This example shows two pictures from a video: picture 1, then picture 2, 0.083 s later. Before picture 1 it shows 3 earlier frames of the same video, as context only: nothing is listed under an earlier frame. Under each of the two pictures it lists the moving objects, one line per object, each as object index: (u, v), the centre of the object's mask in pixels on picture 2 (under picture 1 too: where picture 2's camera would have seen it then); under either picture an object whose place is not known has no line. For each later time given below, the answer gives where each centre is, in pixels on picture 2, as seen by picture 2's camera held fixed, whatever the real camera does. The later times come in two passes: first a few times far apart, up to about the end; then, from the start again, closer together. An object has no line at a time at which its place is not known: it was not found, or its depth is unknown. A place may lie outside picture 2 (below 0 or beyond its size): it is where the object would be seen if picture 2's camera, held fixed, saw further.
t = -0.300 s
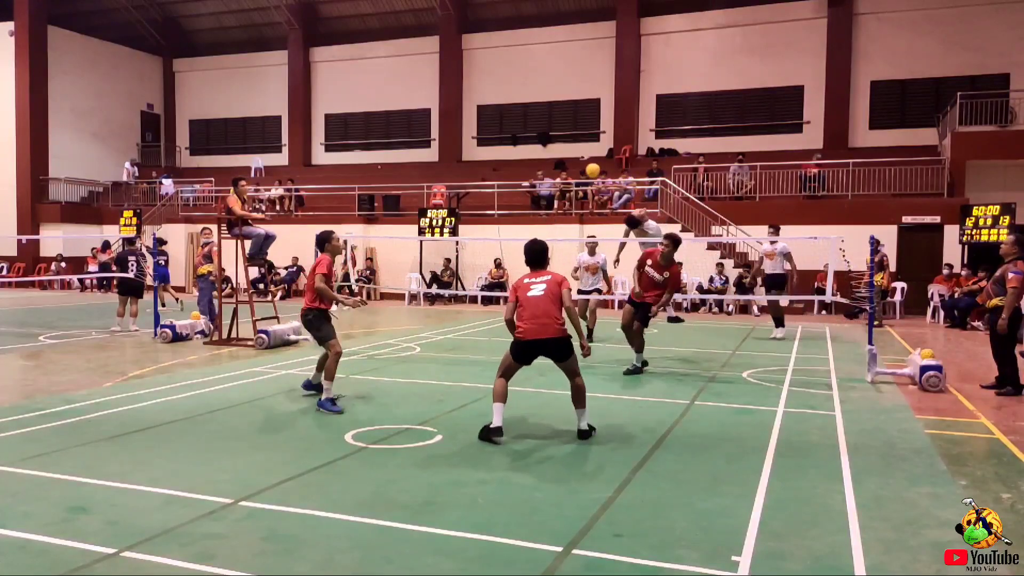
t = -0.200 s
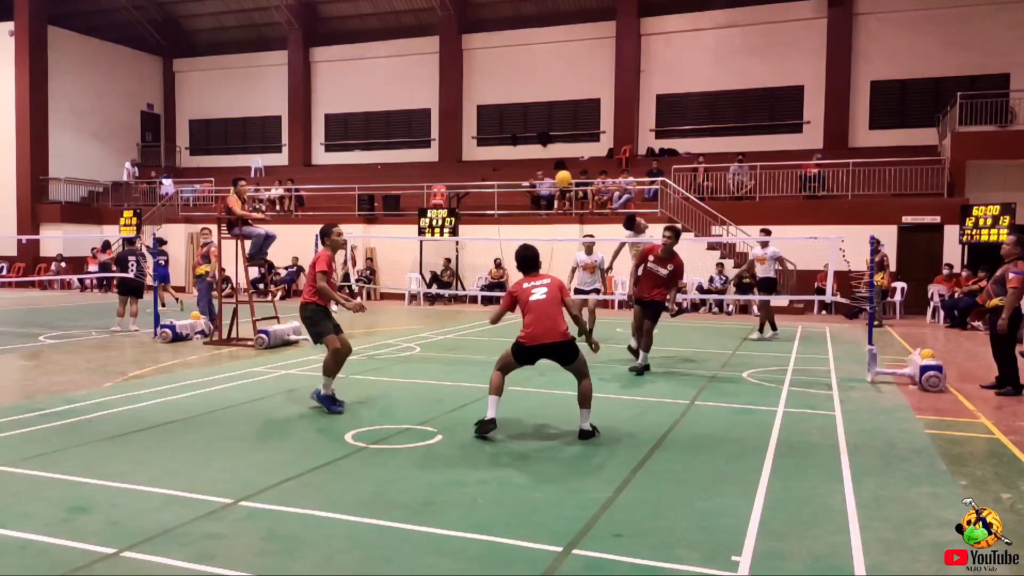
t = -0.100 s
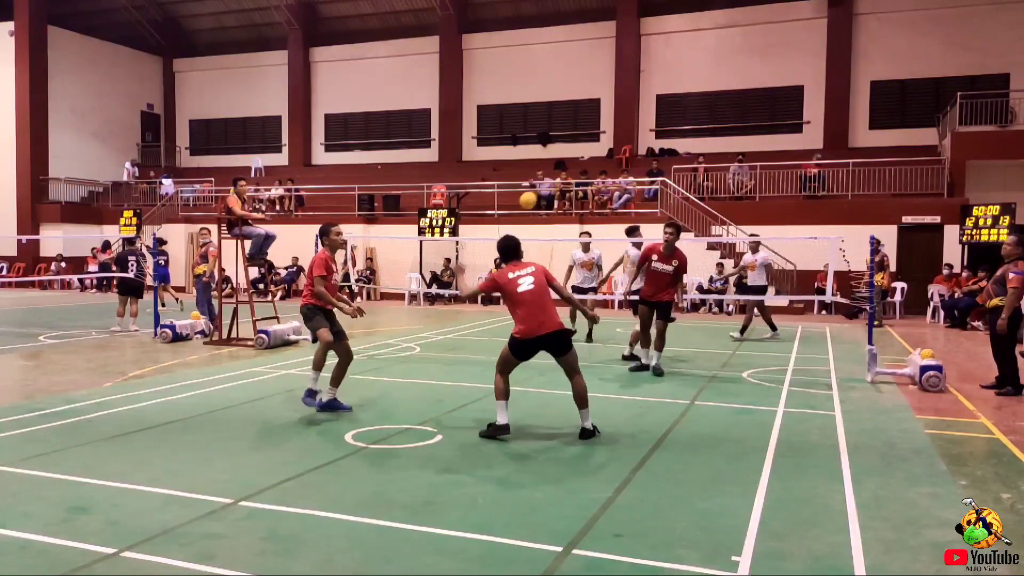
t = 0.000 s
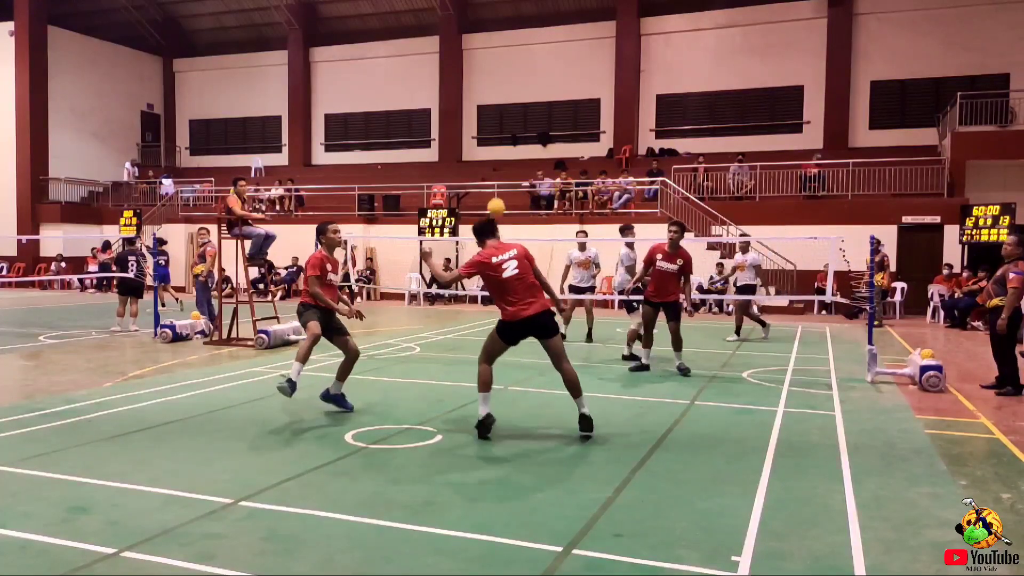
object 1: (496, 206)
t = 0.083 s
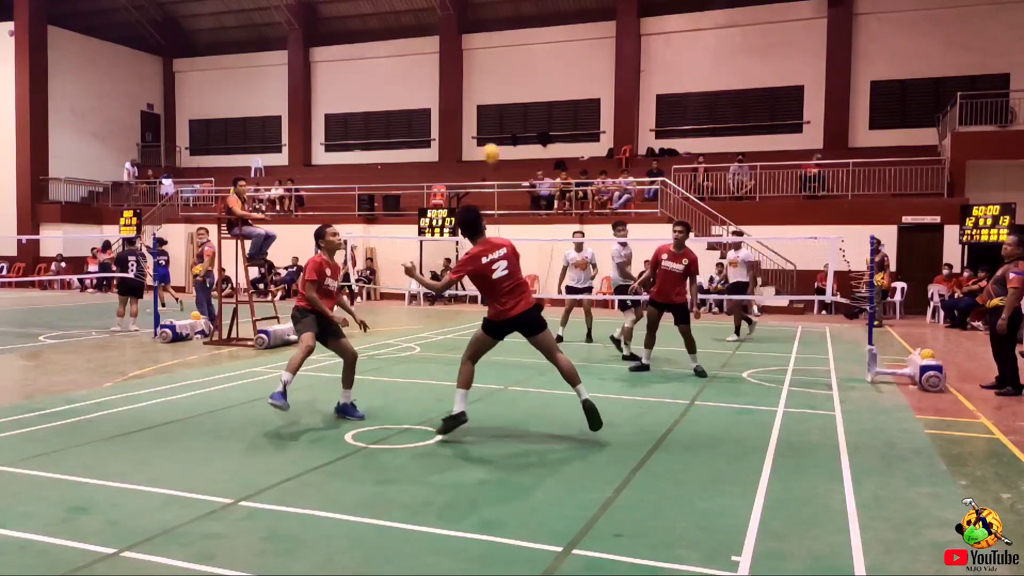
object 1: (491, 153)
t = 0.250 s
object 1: (480, 72)
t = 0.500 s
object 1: (465, 20)
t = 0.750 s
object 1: (449, 50)
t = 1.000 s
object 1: (434, 157)
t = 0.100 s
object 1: (490, 143)
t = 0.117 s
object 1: (489, 134)
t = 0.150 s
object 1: (486, 117)
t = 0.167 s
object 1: (486, 108)
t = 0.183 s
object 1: (485, 100)
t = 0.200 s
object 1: (484, 92)
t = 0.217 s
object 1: (482, 85)
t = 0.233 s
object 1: (481, 78)
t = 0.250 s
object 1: (480, 72)
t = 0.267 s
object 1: (479, 66)
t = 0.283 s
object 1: (478, 60)
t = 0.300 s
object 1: (477, 55)
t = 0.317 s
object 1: (476, 50)
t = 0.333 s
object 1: (475, 45)
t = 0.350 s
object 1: (474, 41)
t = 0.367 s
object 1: (473, 37)
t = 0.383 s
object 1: (472, 33)
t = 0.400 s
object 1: (471, 30)
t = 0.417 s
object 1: (470, 27)
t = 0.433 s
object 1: (469, 25)
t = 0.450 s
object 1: (468, 24)
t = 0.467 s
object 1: (467, 22)
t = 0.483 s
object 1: (466, 21)
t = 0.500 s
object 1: (465, 20)
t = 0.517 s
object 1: (464, 19)
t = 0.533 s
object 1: (463, 19)
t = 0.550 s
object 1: (462, 19)
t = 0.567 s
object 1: (461, 20)
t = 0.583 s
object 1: (460, 21)
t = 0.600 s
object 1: (459, 22)
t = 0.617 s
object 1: (458, 24)
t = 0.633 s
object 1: (457, 26)
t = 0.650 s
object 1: (455, 28)
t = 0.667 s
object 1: (454, 31)
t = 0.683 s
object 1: (453, 34)
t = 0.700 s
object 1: (452, 37)
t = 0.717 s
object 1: (452, 41)
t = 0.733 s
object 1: (450, 45)
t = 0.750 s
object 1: (449, 50)
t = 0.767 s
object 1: (448, 54)
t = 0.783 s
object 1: (447, 59)
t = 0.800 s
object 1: (446, 65)
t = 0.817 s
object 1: (446, 71)
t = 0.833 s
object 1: (444, 77)
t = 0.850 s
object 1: (443, 84)
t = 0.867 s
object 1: (442, 90)
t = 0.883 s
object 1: (442, 97)
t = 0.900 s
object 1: (440, 105)
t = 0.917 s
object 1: (440, 112)
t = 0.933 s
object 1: (439, 121)
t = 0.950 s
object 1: (437, 129)
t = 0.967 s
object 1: (437, 138)
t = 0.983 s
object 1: (436, 147)
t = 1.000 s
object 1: (434, 157)
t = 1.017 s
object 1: (434, 167)
